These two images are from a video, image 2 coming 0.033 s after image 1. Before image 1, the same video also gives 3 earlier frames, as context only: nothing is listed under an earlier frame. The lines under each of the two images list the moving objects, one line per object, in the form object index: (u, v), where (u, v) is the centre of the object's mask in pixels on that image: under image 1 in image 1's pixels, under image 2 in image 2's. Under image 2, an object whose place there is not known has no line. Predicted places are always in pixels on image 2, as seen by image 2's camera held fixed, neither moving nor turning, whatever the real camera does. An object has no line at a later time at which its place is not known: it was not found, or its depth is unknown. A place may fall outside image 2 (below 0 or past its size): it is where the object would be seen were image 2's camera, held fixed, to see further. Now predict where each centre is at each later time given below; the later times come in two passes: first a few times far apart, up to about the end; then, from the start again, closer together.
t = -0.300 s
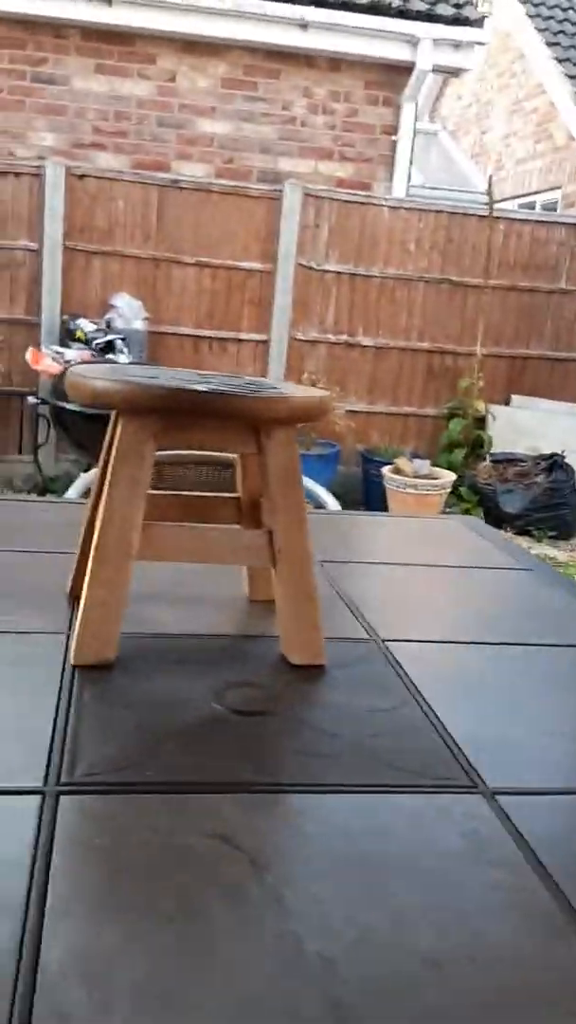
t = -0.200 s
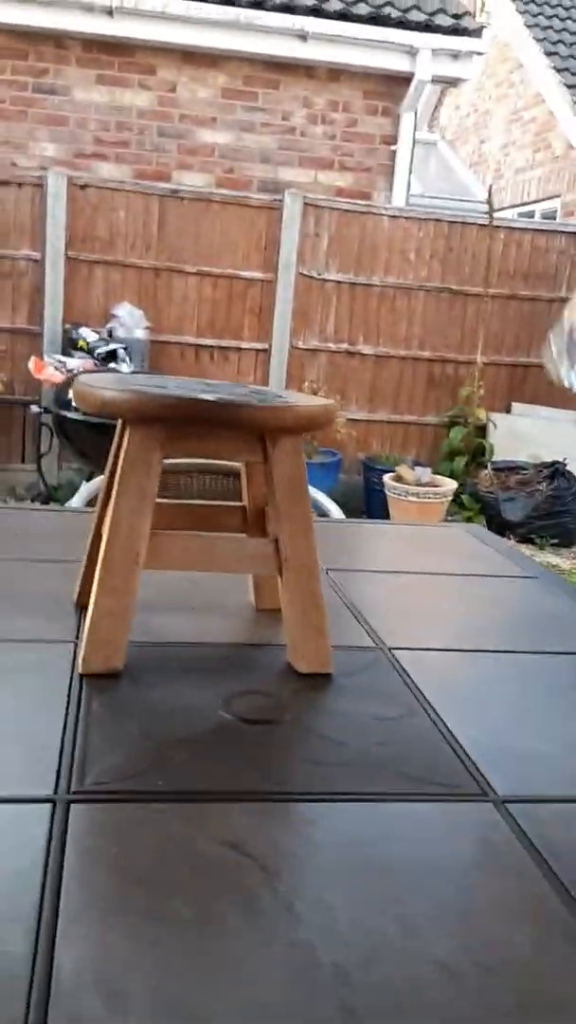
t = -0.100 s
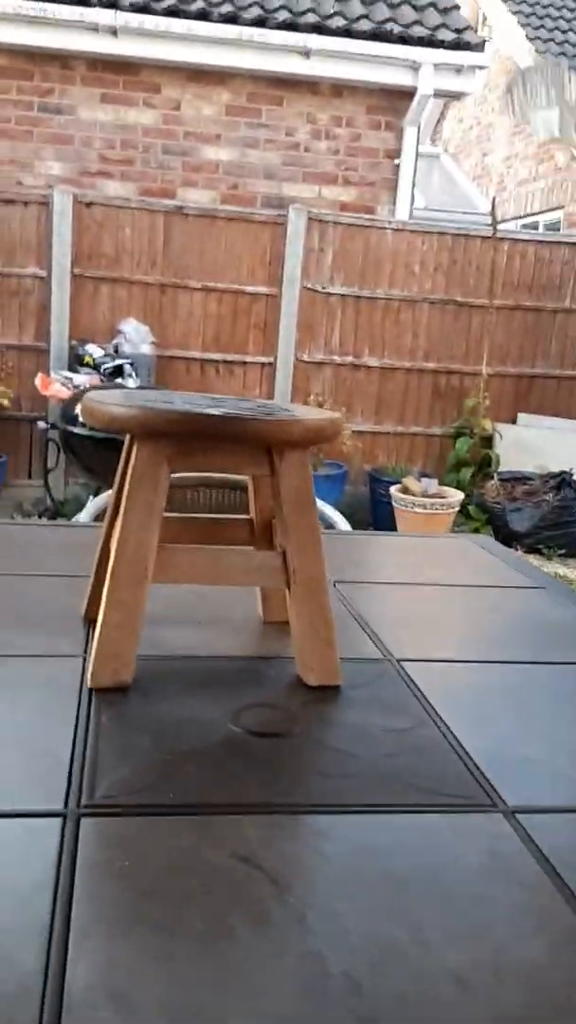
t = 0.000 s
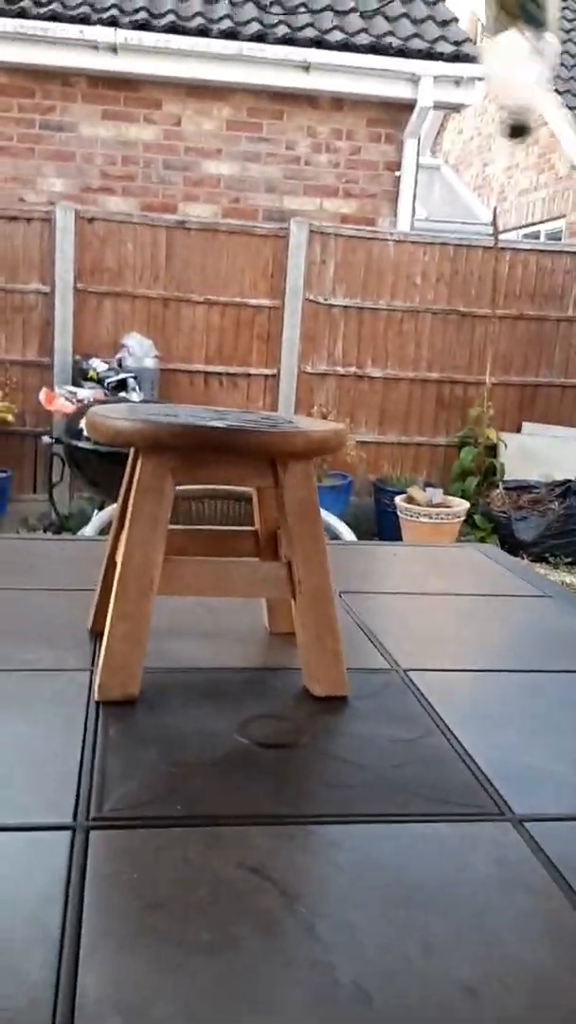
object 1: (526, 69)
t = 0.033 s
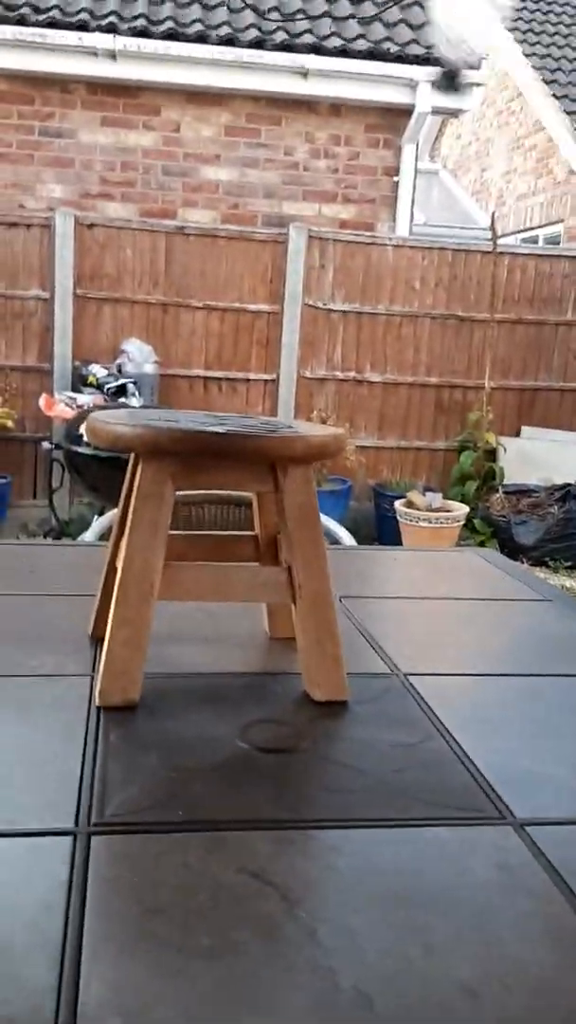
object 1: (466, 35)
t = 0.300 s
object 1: (336, 3)
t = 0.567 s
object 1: (201, 296)
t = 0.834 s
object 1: (212, 362)
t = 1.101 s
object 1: (213, 374)
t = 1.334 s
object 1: (218, 388)
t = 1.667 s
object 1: (74, 570)
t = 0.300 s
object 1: (336, 3)
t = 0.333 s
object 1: (300, 32)
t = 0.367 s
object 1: (272, 70)
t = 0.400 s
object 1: (248, 132)
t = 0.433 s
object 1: (223, 238)
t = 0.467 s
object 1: (208, 286)
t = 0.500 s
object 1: (204, 289)
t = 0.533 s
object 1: (203, 294)
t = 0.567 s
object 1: (201, 296)
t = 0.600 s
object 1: (200, 298)
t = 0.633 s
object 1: (199, 301)
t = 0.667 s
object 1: (201, 305)
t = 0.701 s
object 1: (205, 310)
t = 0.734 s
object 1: (209, 318)
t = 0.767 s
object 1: (212, 329)
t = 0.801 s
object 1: (211, 344)
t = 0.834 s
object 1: (212, 362)
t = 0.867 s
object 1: (210, 377)
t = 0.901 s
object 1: (212, 367)
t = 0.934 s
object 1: (215, 370)
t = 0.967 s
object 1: (214, 375)
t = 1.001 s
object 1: (212, 376)
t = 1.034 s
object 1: (209, 376)
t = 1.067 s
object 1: (210, 375)
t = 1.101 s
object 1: (213, 374)
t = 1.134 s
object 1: (216, 373)
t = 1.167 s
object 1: (219, 370)
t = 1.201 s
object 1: (220, 366)
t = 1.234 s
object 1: (219, 363)
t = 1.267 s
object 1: (217, 365)
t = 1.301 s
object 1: (217, 373)
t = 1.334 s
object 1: (218, 388)
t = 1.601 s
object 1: (95, 515)
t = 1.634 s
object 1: (78, 571)
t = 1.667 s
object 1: (74, 570)
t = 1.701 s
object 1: (72, 570)
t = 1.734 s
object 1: (70, 575)
